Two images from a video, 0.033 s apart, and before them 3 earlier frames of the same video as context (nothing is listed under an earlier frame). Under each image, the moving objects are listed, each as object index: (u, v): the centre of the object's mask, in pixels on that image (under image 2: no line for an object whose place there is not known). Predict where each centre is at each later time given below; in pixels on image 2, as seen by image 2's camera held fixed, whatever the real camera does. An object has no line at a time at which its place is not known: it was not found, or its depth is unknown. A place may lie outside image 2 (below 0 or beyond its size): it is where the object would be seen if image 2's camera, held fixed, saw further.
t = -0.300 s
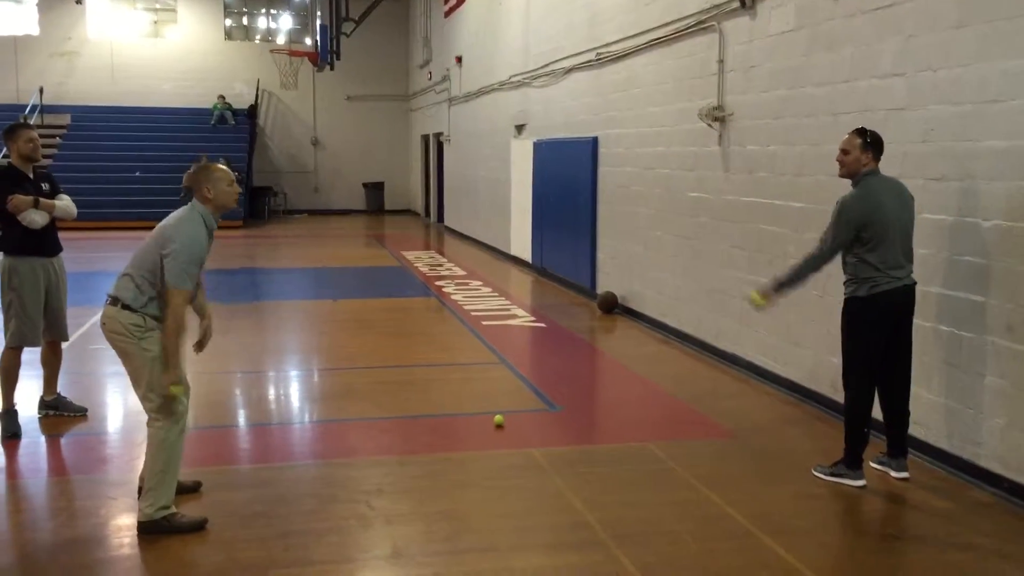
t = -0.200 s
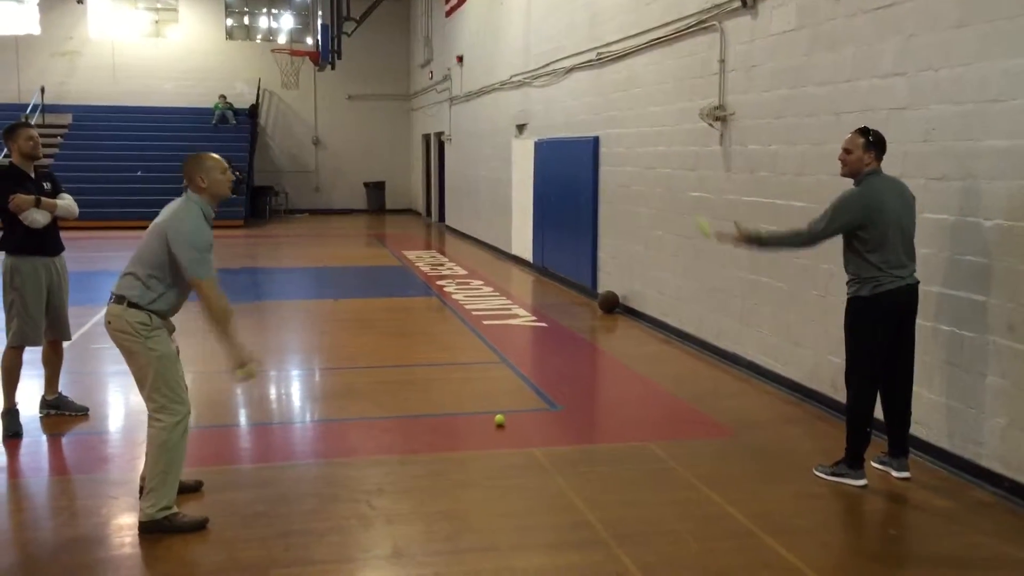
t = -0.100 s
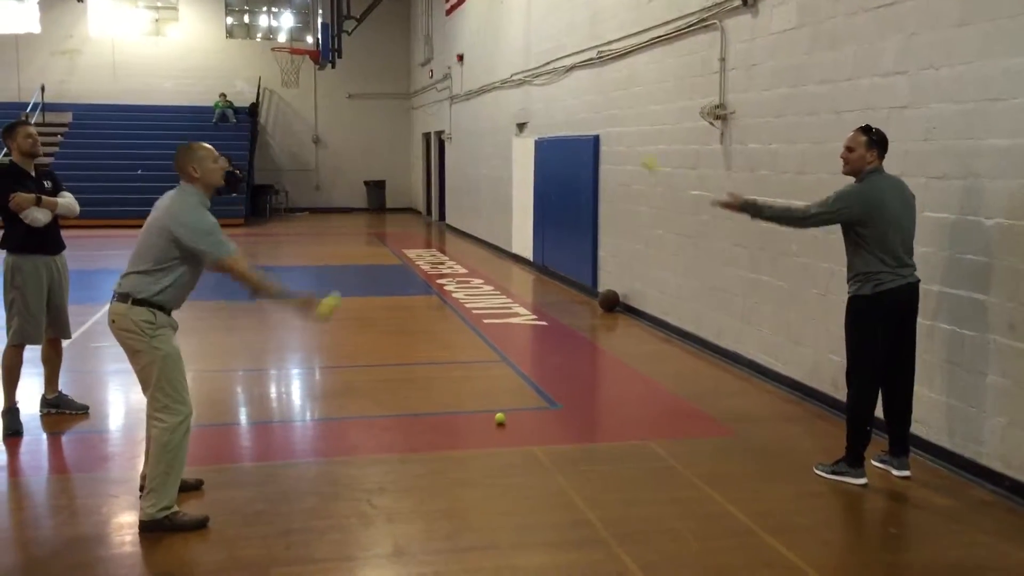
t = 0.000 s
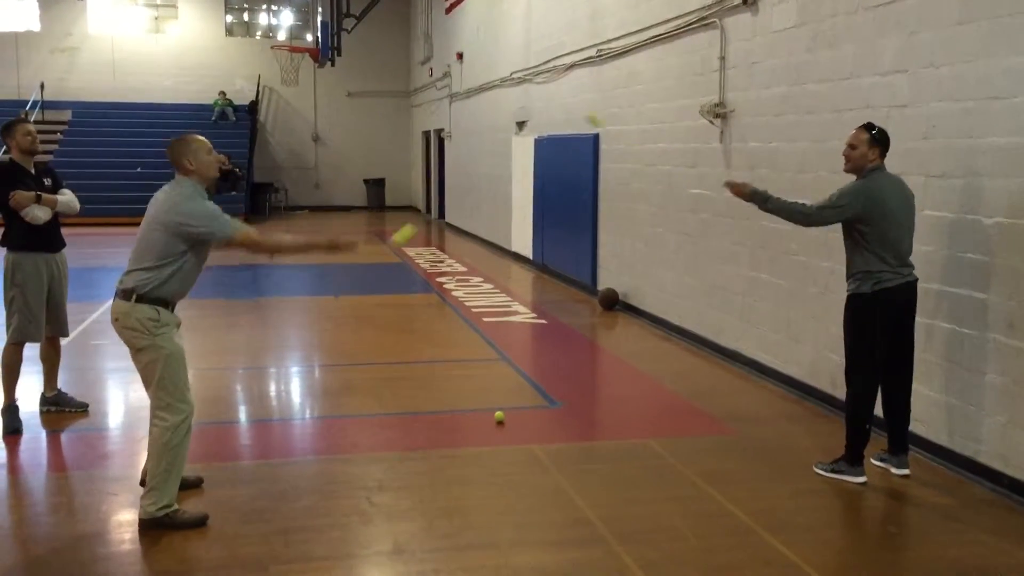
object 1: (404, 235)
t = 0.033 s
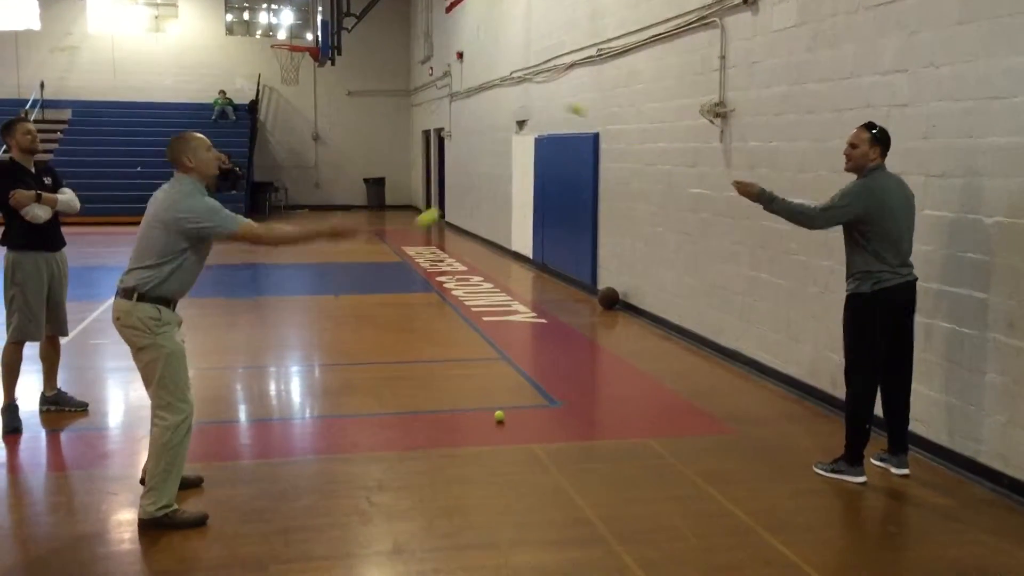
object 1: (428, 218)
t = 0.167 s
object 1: (523, 172)
